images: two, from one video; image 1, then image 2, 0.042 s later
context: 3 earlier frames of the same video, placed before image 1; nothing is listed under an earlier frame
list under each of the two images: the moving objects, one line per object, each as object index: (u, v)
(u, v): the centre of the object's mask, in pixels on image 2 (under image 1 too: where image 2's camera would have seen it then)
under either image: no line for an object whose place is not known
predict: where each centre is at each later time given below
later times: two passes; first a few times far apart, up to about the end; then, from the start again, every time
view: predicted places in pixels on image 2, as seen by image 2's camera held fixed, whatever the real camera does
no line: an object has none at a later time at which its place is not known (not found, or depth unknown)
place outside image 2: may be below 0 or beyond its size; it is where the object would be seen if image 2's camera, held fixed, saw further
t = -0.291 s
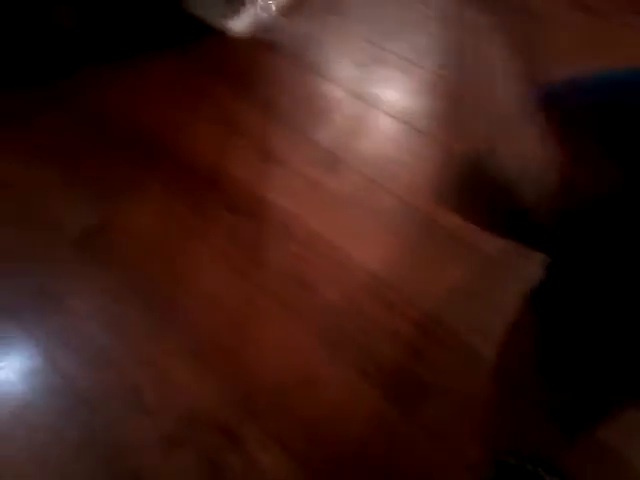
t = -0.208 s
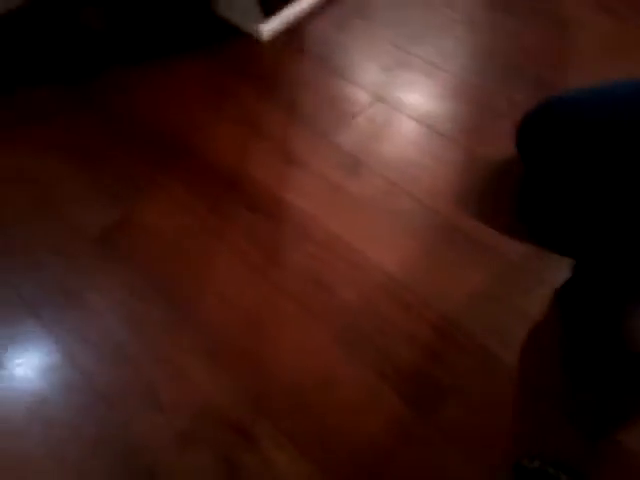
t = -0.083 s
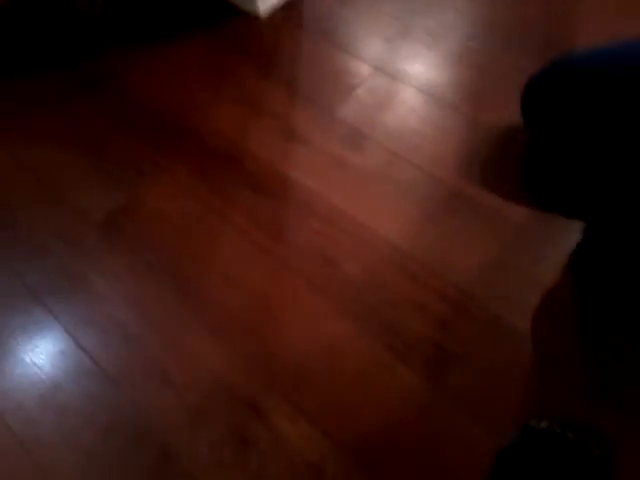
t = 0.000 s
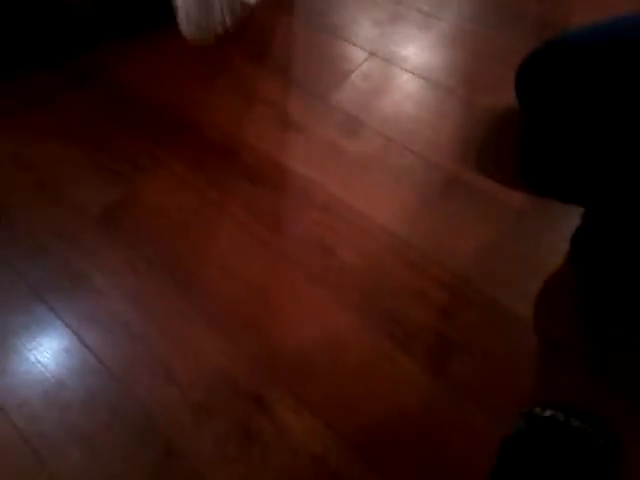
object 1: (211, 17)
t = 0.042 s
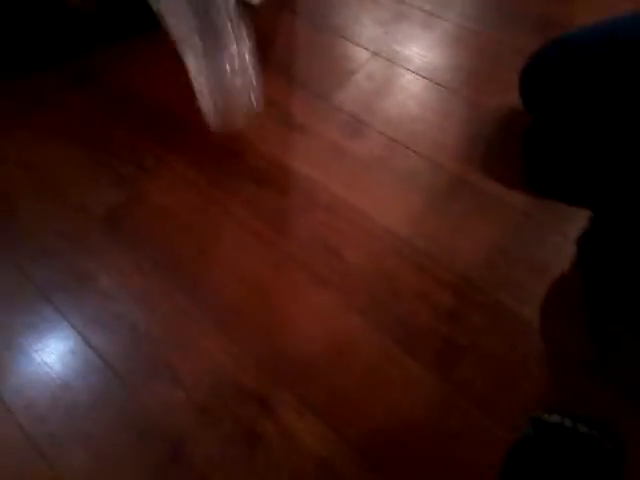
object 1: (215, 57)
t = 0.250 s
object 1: (303, 236)
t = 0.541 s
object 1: (307, 249)
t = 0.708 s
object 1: (309, 242)
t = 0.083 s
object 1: (223, 88)
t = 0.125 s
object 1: (254, 154)
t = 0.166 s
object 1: (293, 207)
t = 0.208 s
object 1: (305, 227)
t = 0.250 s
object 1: (303, 236)
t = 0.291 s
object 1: (306, 239)
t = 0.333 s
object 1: (305, 245)
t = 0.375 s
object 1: (307, 247)
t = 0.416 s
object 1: (307, 248)
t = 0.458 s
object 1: (307, 249)
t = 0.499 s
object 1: (307, 249)
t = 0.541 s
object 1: (307, 249)
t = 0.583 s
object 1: (307, 247)
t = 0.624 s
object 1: (308, 245)
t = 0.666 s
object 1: (309, 244)
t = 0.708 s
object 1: (309, 242)
